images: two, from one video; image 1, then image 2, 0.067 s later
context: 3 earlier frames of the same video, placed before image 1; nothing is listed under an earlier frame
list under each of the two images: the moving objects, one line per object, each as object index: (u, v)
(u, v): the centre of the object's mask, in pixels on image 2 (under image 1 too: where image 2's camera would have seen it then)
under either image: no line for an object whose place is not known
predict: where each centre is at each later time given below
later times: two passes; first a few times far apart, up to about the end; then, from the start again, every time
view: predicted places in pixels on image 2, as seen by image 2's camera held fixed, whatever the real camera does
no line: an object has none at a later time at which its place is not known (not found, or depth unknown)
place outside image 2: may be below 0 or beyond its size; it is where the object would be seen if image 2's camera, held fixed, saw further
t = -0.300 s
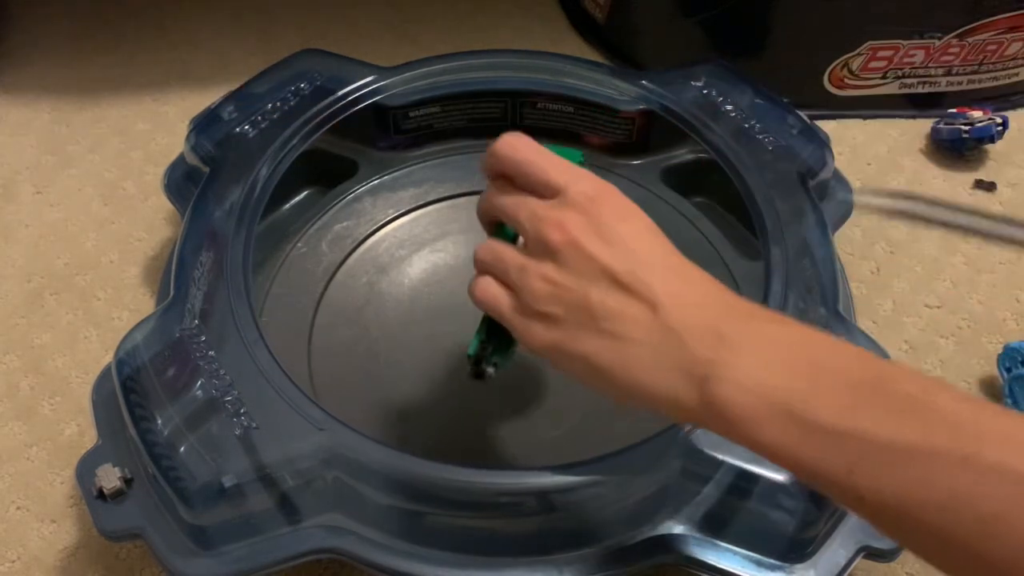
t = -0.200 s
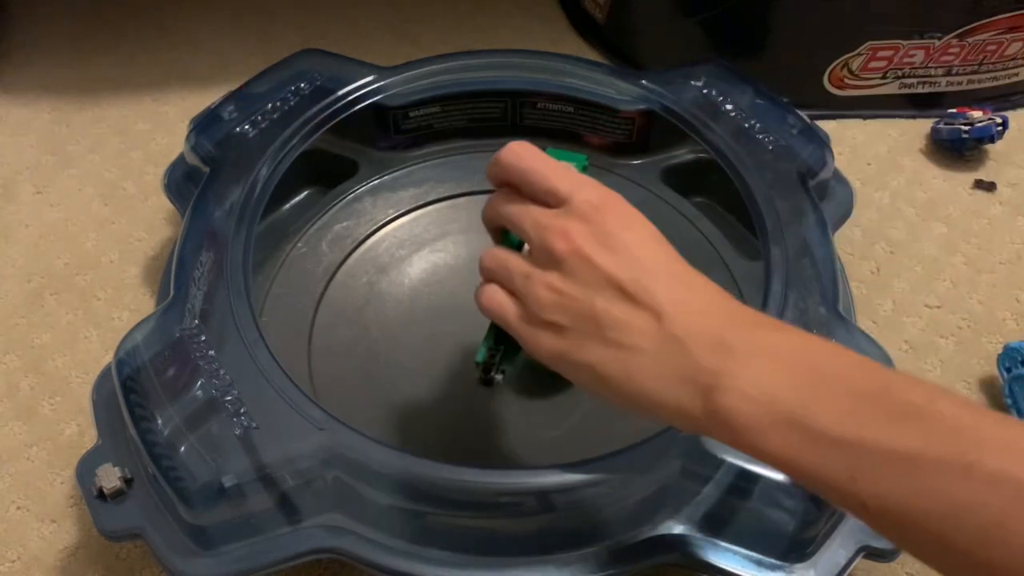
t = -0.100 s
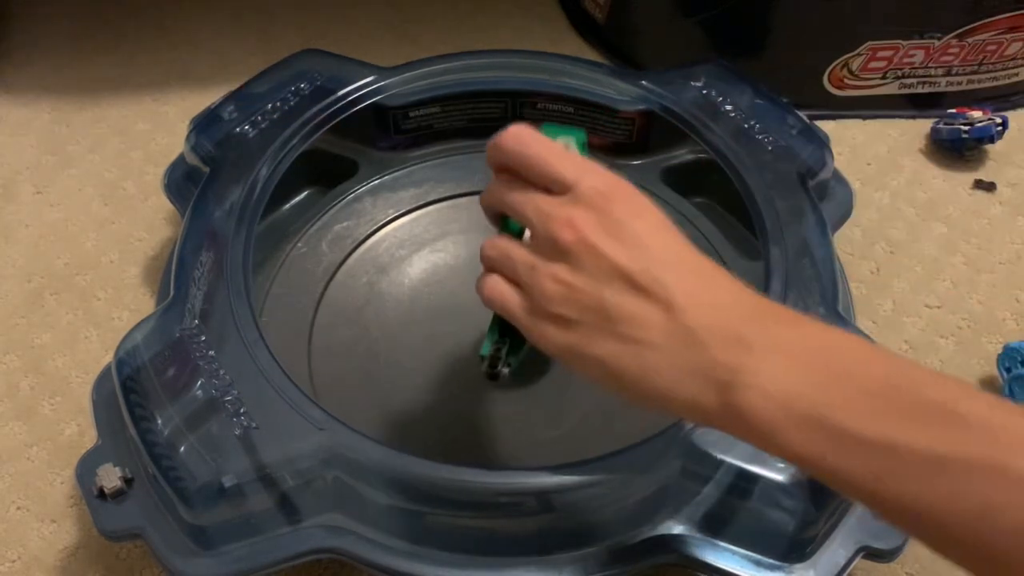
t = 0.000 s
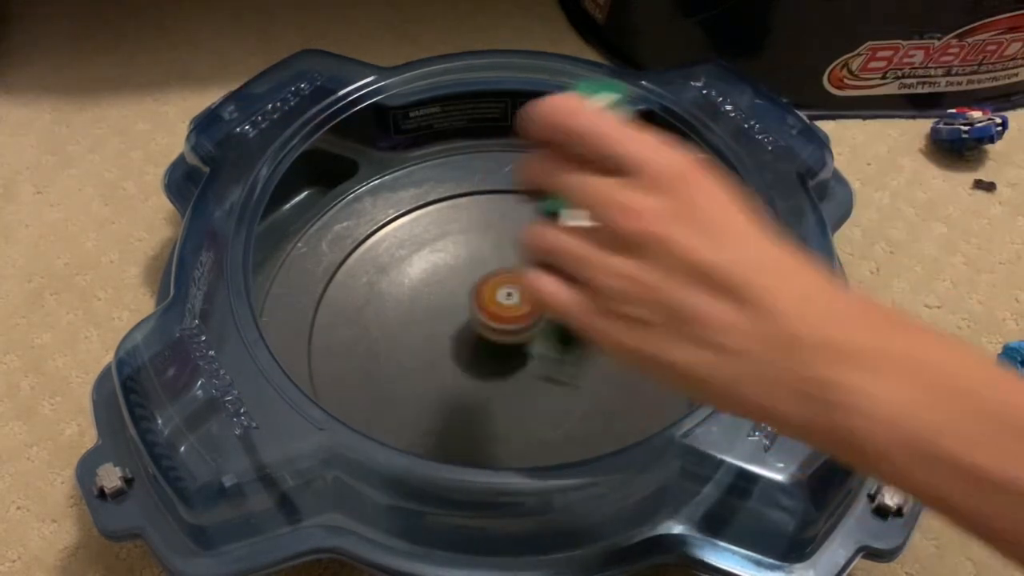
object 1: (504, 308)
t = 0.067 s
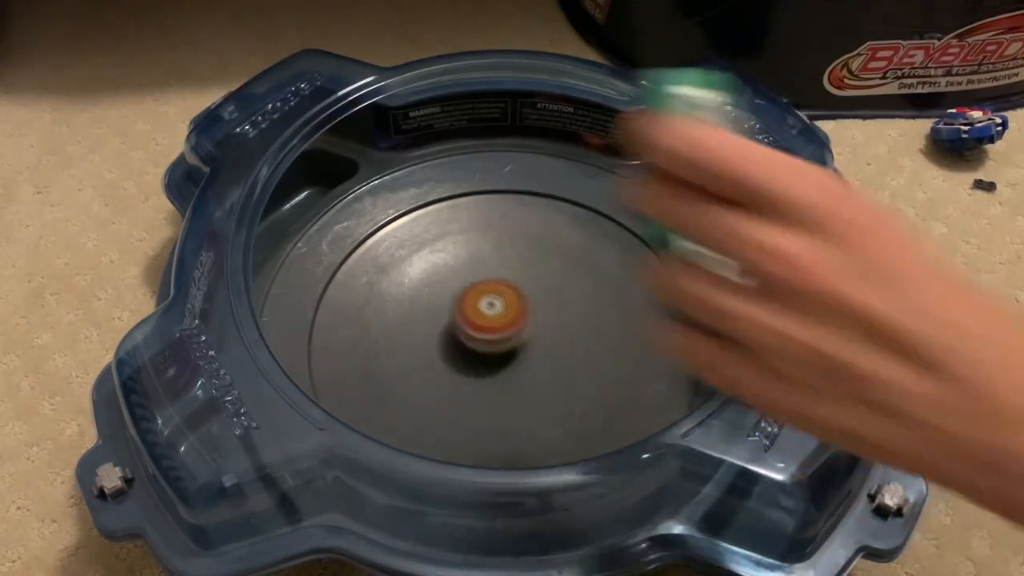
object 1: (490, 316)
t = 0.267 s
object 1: (447, 340)
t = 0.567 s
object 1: (506, 401)
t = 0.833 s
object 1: (548, 325)
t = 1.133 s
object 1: (457, 284)
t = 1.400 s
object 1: (439, 356)
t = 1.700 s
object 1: (550, 360)
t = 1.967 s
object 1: (566, 289)
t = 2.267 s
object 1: (472, 294)
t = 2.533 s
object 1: (474, 374)
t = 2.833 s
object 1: (569, 383)
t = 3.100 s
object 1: (552, 313)
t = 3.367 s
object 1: (465, 304)
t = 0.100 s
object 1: (481, 316)
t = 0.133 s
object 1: (472, 323)
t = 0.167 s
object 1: (463, 325)
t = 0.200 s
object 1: (456, 329)
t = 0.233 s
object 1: (452, 334)
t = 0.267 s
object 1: (447, 340)
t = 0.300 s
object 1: (445, 347)
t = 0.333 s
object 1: (444, 356)
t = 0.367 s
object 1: (445, 367)
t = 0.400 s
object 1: (448, 377)
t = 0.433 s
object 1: (455, 387)
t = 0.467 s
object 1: (466, 395)
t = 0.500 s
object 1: (478, 400)
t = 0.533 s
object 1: (491, 402)
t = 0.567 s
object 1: (506, 401)
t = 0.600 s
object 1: (521, 397)
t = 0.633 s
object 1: (532, 389)
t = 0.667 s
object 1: (540, 381)
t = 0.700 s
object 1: (548, 370)
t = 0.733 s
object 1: (552, 359)
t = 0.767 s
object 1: (553, 347)
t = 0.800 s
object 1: (551, 336)
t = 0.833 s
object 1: (548, 325)
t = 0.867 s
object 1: (542, 316)
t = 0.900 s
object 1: (533, 306)
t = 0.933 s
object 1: (525, 299)
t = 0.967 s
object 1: (516, 292)
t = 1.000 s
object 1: (504, 287)
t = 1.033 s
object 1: (493, 284)
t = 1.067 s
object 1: (481, 282)
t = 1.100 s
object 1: (469, 282)
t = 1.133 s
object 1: (457, 284)
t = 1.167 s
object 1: (447, 288)
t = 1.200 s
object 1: (438, 295)
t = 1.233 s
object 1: (431, 303)
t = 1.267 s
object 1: (427, 313)
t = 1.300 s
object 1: (425, 323)
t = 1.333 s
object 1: (426, 334)
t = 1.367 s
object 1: (431, 345)
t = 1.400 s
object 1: (439, 356)
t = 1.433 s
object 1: (450, 365)
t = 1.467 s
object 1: (461, 370)
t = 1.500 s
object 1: (475, 375)
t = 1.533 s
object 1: (488, 377)
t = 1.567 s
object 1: (502, 377)
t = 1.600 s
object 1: (516, 375)
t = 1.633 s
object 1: (528, 371)
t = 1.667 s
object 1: (540, 366)
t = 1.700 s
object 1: (550, 360)
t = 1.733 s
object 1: (559, 353)
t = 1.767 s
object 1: (566, 344)
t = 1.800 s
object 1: (571, 335)
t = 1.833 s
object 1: (574, 325)
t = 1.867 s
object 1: (576, 316)
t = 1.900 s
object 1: (575, 306)
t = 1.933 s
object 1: (572, 297)
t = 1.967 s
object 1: (566, 289)
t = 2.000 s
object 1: (559, 282)
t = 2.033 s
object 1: (549, 277)
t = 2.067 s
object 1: (537, 273)
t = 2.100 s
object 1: (524, 272)
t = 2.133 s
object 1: (512, 272)
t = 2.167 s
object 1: (499, 275)
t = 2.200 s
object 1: (489, 280)
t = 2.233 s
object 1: (480, 286)
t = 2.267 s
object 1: (472, 294)
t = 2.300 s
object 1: (465, 304)
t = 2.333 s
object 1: (461, 314)
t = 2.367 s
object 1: (459, 324)
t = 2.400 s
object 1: (458, 335)
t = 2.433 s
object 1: (459, 345)
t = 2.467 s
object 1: (462, 355)
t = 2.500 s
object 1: (467, 365)
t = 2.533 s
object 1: (474, 374)
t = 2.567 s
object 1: (481, 382)
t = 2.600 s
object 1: (491, 389)
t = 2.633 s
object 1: (502, 393)
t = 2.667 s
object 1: (514, 397)
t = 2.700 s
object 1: (526, 398)
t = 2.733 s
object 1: (537, 398)
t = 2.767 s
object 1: (548, 395)
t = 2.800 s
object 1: (560, 390)
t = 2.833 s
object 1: (569, 383)
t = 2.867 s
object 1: (575, 375)
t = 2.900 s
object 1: (579, 366)
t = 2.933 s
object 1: (581, 356)
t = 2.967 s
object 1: (580, 346)
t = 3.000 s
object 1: (576, 336)
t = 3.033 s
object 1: (570, 327)
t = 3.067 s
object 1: (562, 320)
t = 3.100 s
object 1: (552, 313)
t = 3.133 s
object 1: (542, 308)
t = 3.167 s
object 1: (531, 304)
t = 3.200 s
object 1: (519, 300)
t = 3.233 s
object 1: (508, 299)
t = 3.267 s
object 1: (497, 298)
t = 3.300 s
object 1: (485, 299)
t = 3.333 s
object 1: (475, 301)
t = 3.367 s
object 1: (465, 304)
